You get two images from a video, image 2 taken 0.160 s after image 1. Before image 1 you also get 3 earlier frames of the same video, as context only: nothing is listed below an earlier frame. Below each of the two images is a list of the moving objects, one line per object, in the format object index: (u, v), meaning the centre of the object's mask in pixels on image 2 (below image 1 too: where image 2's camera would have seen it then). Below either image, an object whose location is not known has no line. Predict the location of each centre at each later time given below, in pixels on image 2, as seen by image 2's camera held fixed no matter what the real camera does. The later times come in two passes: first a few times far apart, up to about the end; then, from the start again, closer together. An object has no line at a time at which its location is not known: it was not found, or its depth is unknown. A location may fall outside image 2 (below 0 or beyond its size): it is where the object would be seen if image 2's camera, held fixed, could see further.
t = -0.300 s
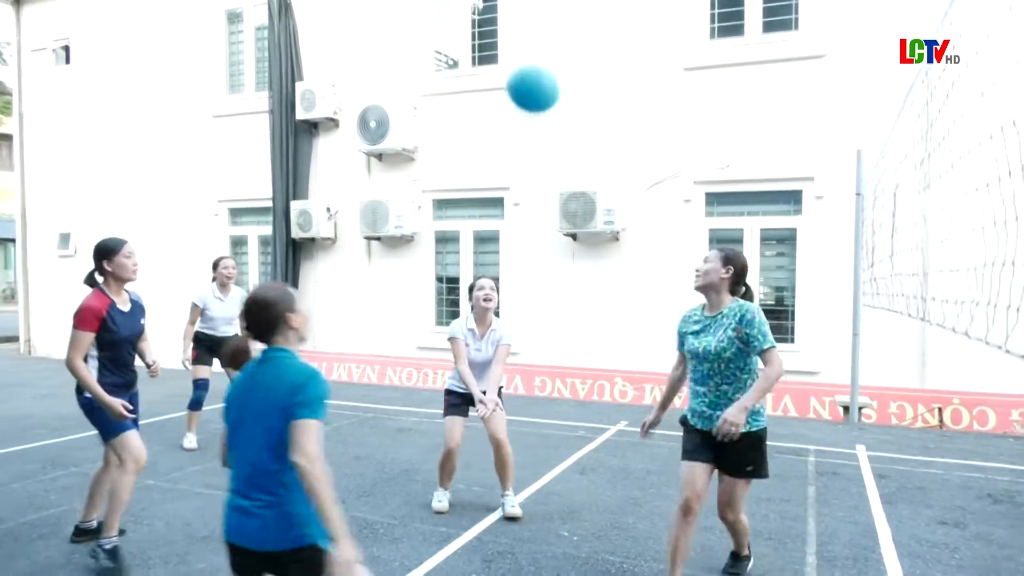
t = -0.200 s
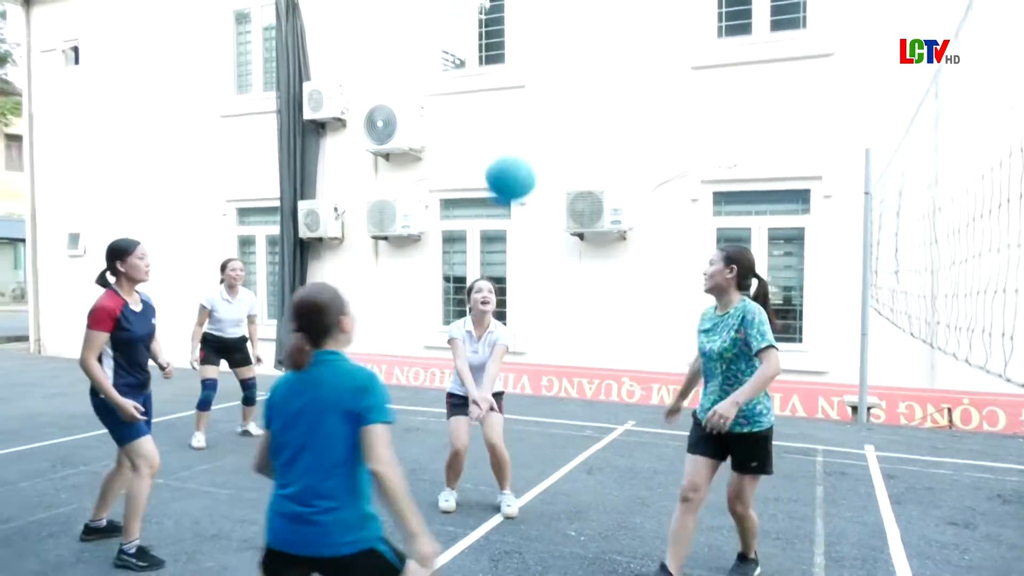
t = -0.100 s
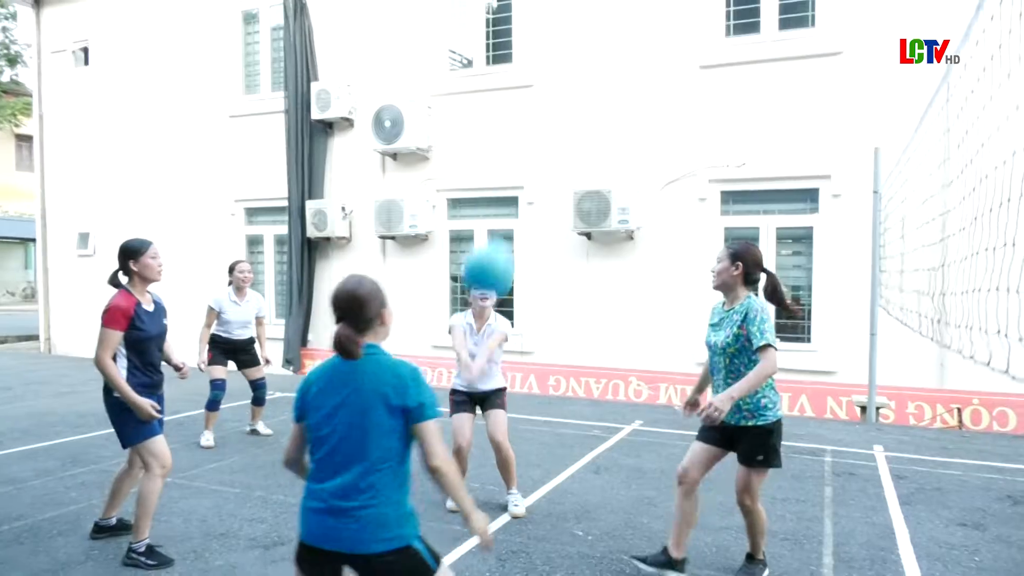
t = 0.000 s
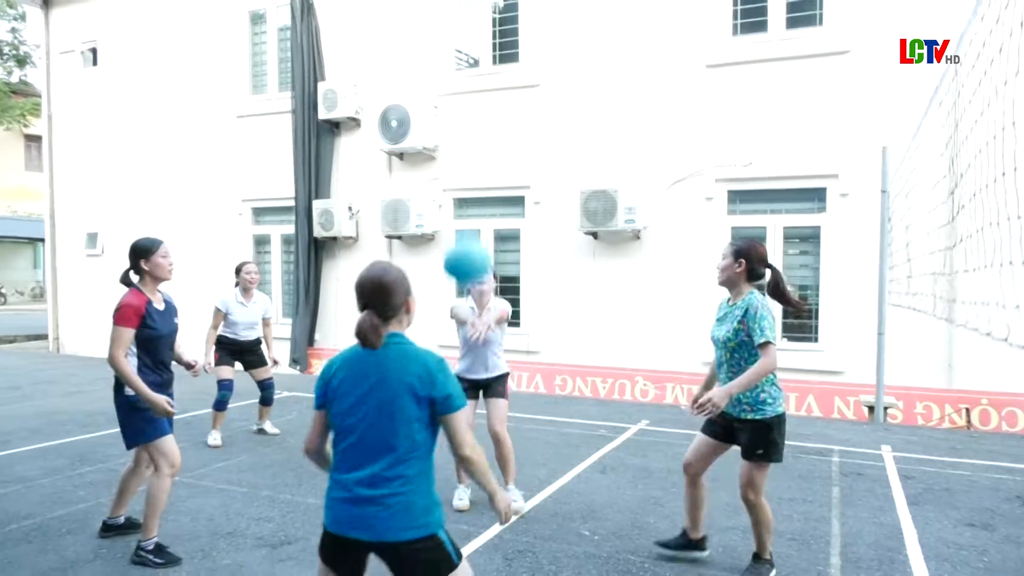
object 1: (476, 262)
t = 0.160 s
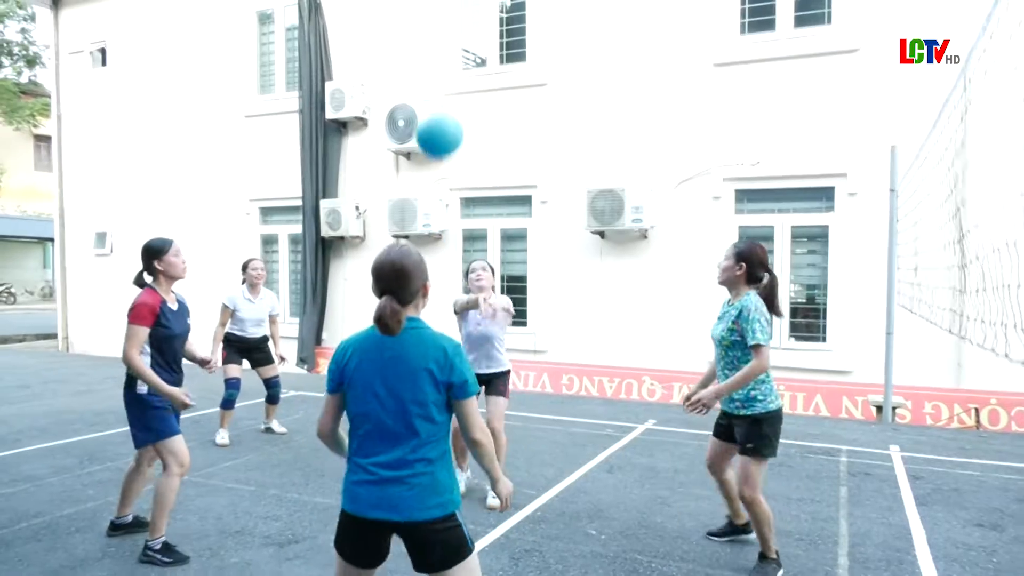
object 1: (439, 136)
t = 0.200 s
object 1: (433, 111)
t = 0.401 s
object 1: (399, 24)
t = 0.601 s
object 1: (367, 15)
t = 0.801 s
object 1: (338, 68)
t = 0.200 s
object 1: (433, 111)
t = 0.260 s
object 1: (422, 79)
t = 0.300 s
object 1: (415, 60)
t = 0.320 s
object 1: (412, 51)
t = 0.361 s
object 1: (405, 37)
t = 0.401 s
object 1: (399, 24)
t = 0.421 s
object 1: (396, 21)
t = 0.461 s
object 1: (389, 16)
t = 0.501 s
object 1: (382, 14)
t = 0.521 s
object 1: (379, 14)
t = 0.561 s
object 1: (373, 14)
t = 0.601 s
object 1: (367, 15)
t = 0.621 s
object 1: (364, 17)
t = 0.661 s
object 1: (358, 22)
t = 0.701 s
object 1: (352, 32)
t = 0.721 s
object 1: (349, 38)
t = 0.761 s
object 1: (343, 52)
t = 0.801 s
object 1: (338, 68)
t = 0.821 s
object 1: (336, 77)
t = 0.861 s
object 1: (331, 99)
